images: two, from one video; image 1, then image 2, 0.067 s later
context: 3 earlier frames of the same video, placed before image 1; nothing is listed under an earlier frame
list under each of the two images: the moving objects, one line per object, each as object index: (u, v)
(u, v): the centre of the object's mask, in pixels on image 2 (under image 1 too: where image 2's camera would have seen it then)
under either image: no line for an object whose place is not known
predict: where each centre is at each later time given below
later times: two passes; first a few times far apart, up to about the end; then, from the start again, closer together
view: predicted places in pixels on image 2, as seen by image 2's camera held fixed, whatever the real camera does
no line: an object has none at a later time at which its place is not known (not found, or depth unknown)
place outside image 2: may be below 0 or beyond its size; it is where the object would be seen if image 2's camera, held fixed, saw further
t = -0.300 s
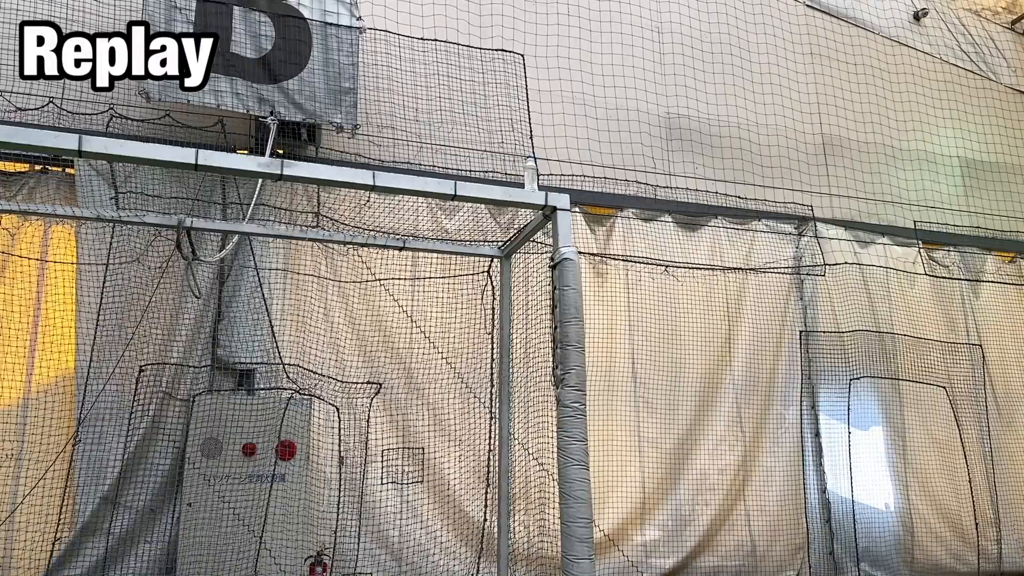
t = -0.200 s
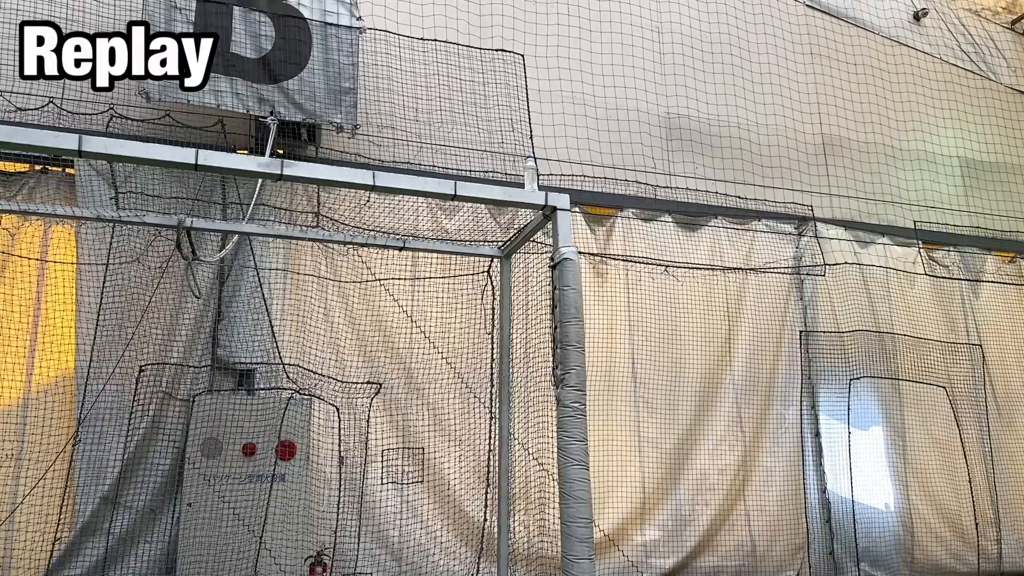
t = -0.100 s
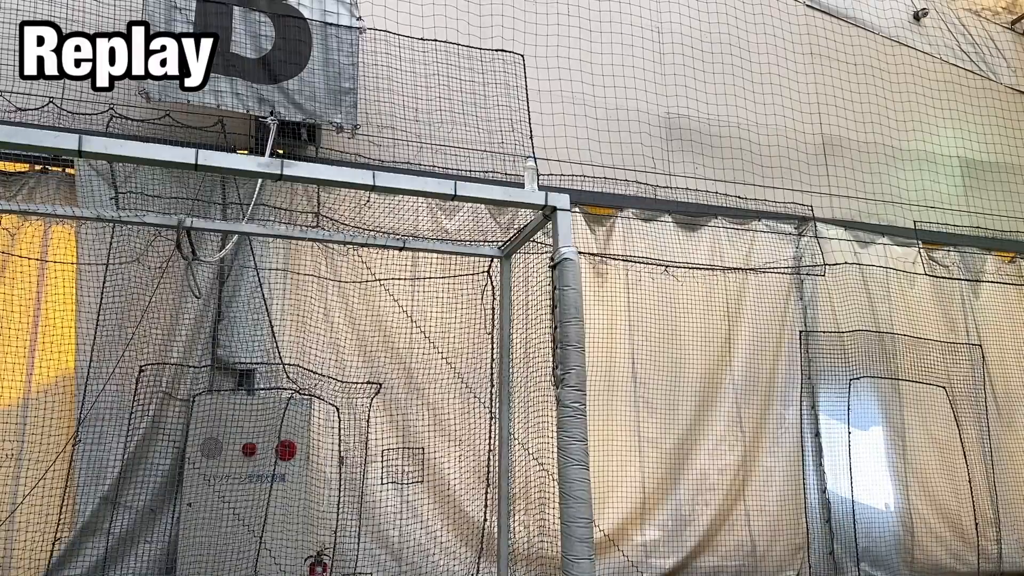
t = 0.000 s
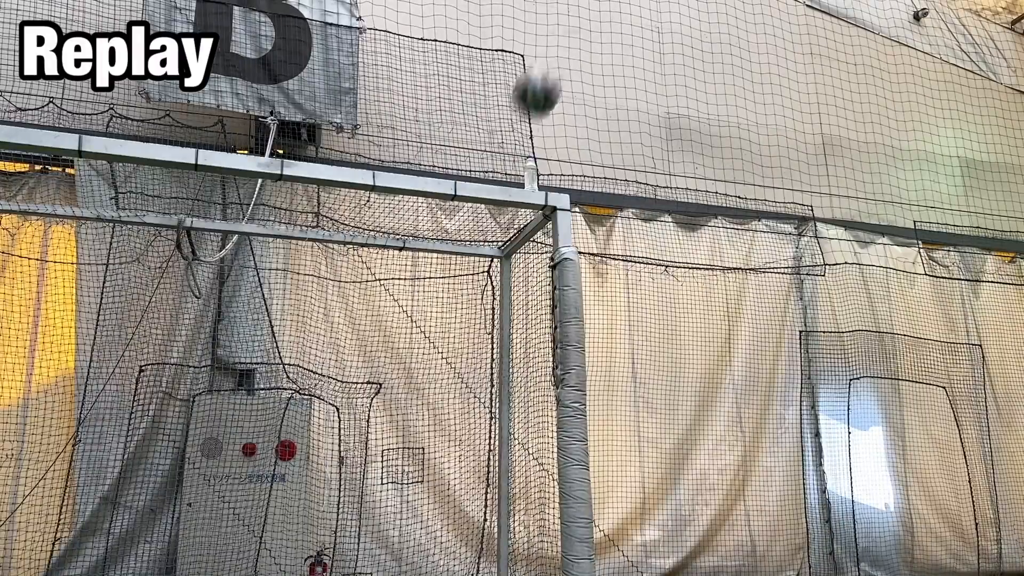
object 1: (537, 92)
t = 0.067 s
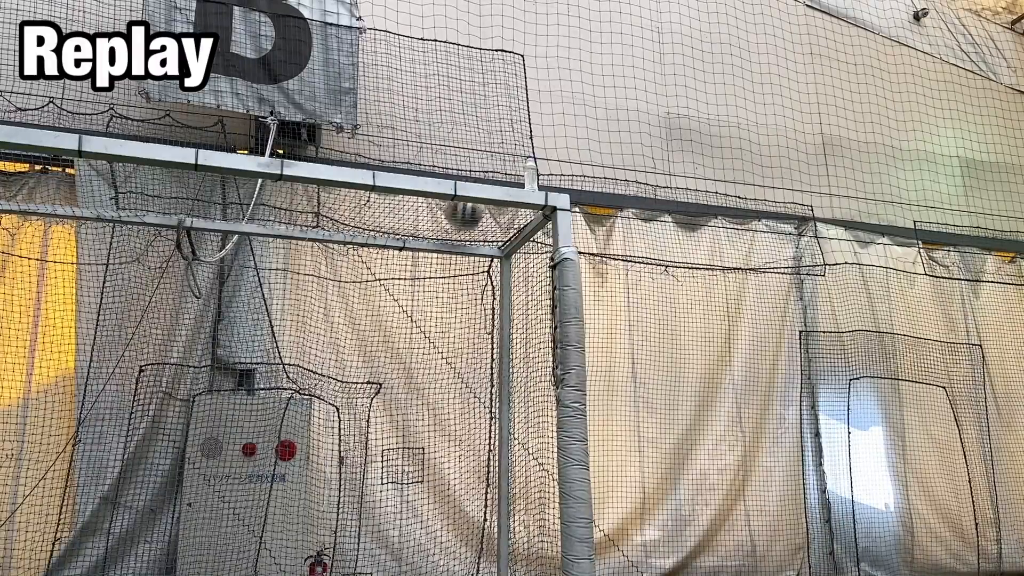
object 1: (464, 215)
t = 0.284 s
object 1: (363, 158)
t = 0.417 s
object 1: (388, 146)
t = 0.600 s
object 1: (431, 173)
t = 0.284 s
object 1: (363, 158)
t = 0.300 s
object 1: (364, 150)
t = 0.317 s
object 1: (367, 145)
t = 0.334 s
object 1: (370, 145)
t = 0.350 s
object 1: (374, 144)
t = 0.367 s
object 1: (378, 144)
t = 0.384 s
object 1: (381, 145)
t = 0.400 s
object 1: (385, 146)
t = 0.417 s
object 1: (388, 146)
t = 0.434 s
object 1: (392, 147)
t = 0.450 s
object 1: (395, 150)
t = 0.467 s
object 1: (399, 152)
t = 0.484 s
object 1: (403, 154)
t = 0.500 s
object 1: (406, 157)
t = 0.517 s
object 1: (410, 159)
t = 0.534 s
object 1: (414, 162)
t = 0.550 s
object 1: (418, 165)
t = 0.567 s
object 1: (422, 168)
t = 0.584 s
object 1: (427, 171)
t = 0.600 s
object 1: (431, 173)
